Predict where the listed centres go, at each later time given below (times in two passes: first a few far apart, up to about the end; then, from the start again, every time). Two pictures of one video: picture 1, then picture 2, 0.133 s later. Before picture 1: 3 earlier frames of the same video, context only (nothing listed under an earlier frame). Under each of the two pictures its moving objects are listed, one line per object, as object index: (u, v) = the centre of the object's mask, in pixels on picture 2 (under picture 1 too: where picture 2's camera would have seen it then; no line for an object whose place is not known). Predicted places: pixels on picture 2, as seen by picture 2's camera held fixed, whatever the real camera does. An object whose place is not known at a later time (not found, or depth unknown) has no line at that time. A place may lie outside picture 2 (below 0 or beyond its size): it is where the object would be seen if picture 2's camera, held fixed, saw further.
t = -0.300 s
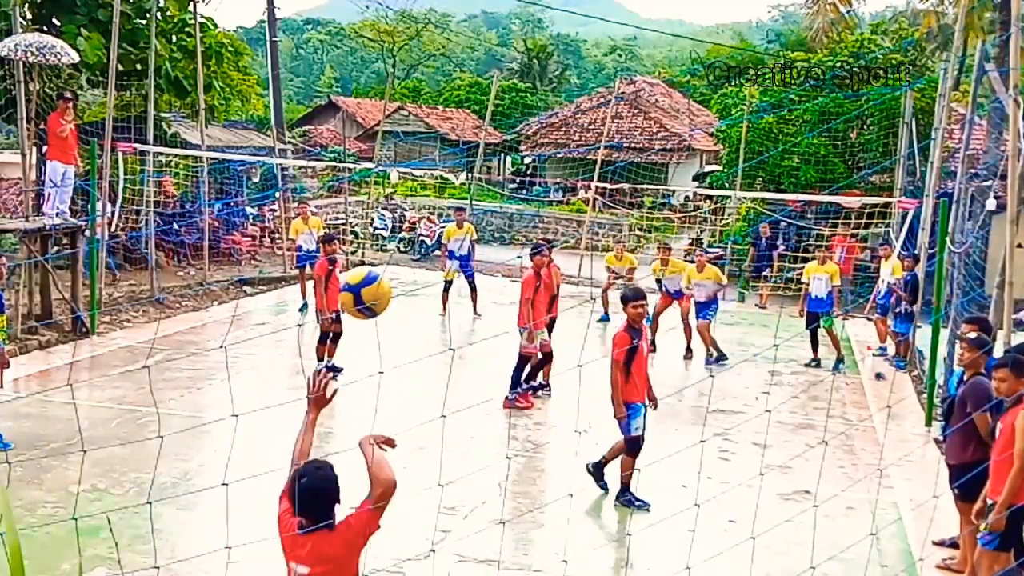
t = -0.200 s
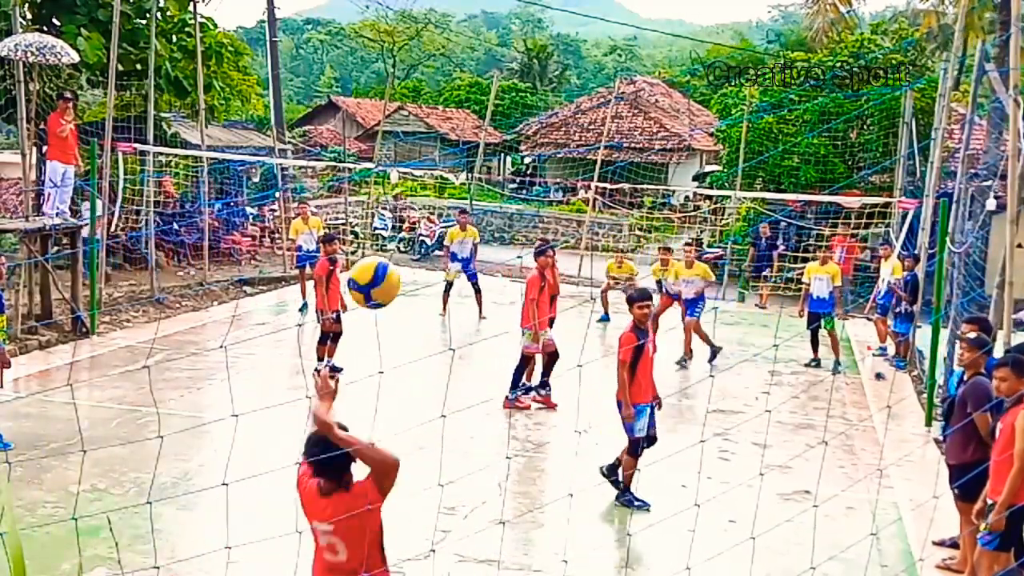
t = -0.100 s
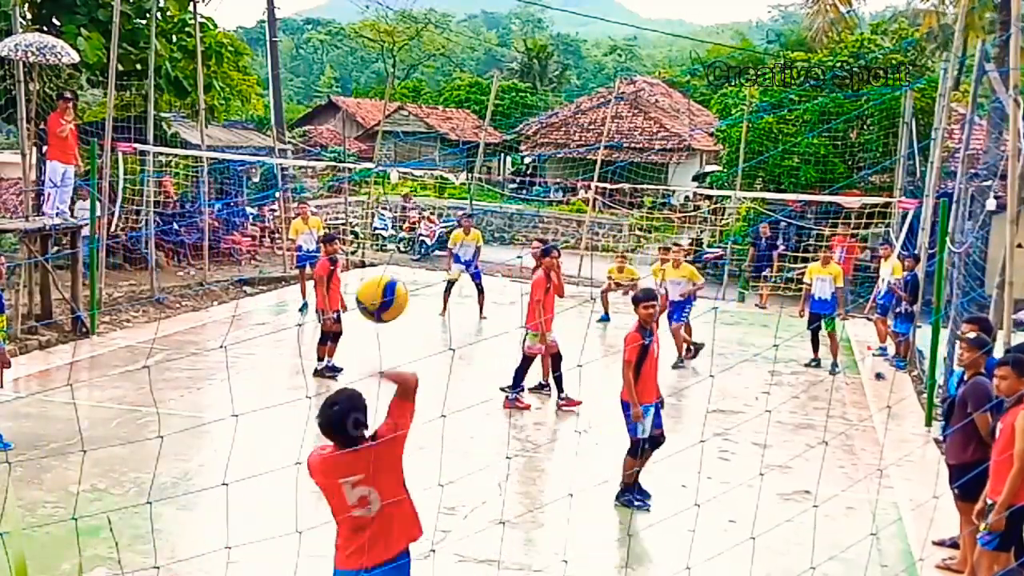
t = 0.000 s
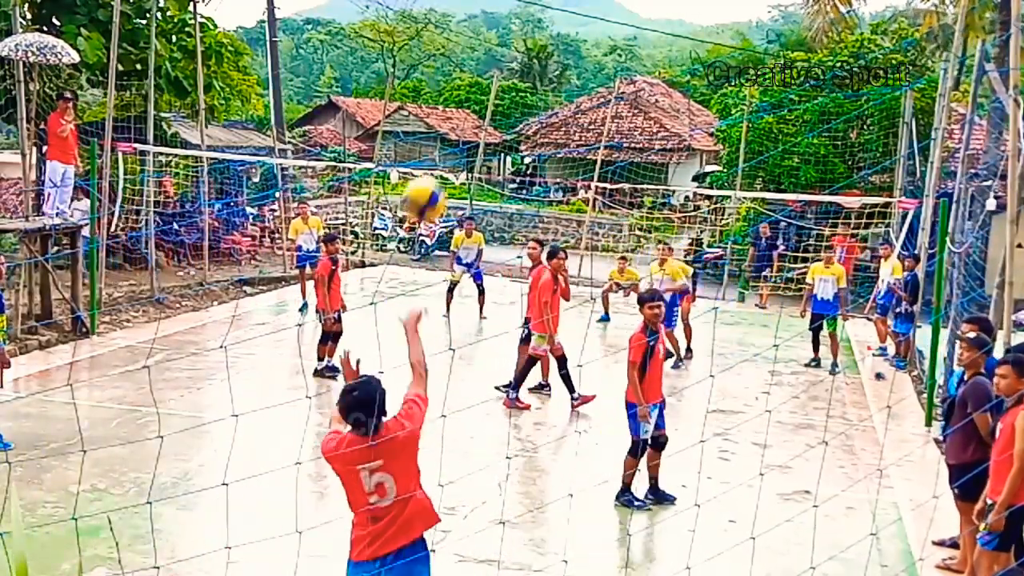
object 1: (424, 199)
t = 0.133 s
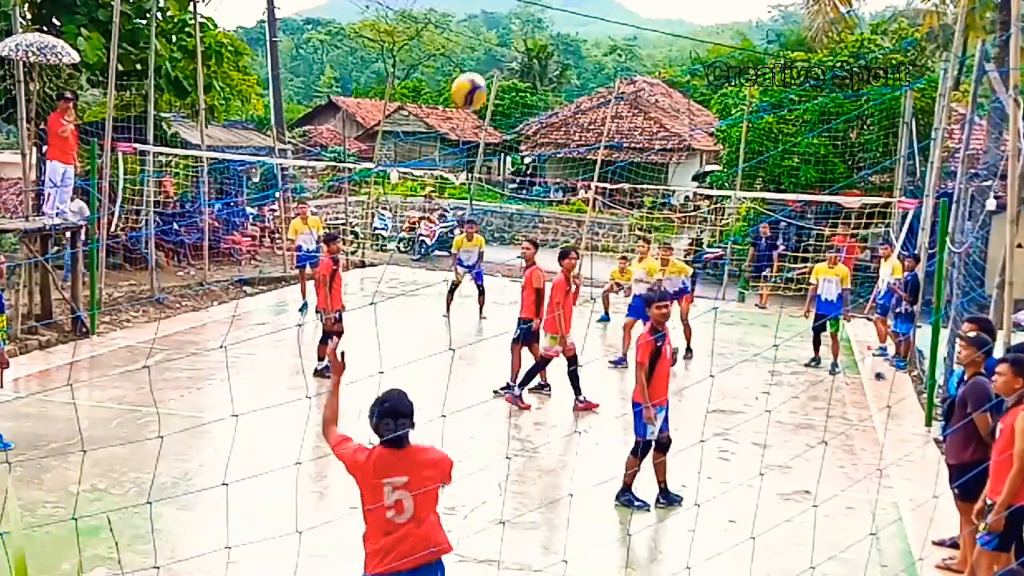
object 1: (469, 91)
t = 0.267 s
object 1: (499, 46)
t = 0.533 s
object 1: (526, 47)
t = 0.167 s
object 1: (478, 75)
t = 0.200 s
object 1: (485, 63)
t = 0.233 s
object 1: (492, 53)
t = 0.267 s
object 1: (499, 46)
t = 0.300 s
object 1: (503, 41)
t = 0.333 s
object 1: (508, 39)
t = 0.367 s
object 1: (512, 37)
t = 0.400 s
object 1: (515, 37)
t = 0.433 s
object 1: (518, 38)
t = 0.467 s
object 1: (521, 40)
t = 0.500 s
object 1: (524, 43)
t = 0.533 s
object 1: (526, 47)
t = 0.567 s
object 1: (529, 53)
